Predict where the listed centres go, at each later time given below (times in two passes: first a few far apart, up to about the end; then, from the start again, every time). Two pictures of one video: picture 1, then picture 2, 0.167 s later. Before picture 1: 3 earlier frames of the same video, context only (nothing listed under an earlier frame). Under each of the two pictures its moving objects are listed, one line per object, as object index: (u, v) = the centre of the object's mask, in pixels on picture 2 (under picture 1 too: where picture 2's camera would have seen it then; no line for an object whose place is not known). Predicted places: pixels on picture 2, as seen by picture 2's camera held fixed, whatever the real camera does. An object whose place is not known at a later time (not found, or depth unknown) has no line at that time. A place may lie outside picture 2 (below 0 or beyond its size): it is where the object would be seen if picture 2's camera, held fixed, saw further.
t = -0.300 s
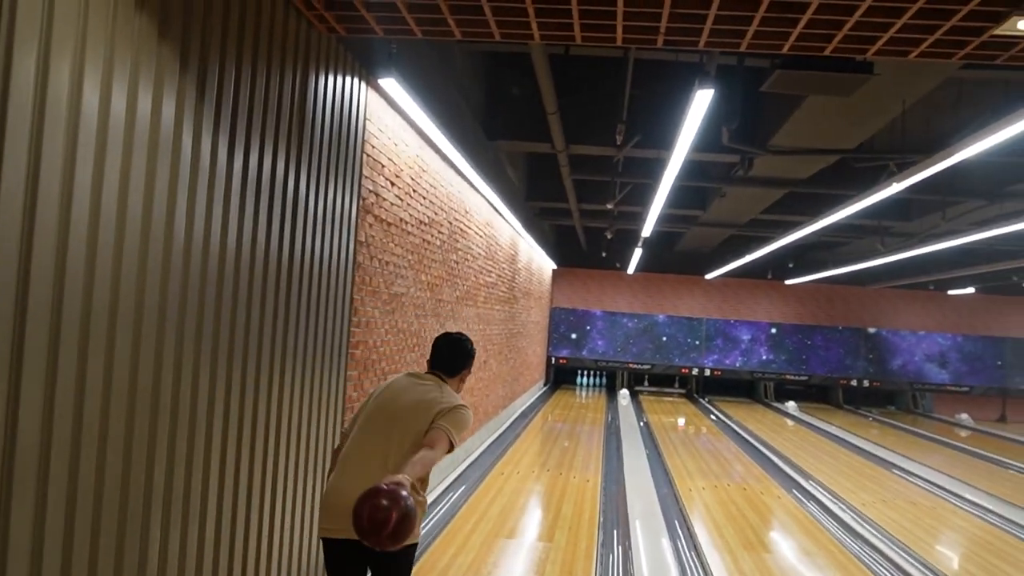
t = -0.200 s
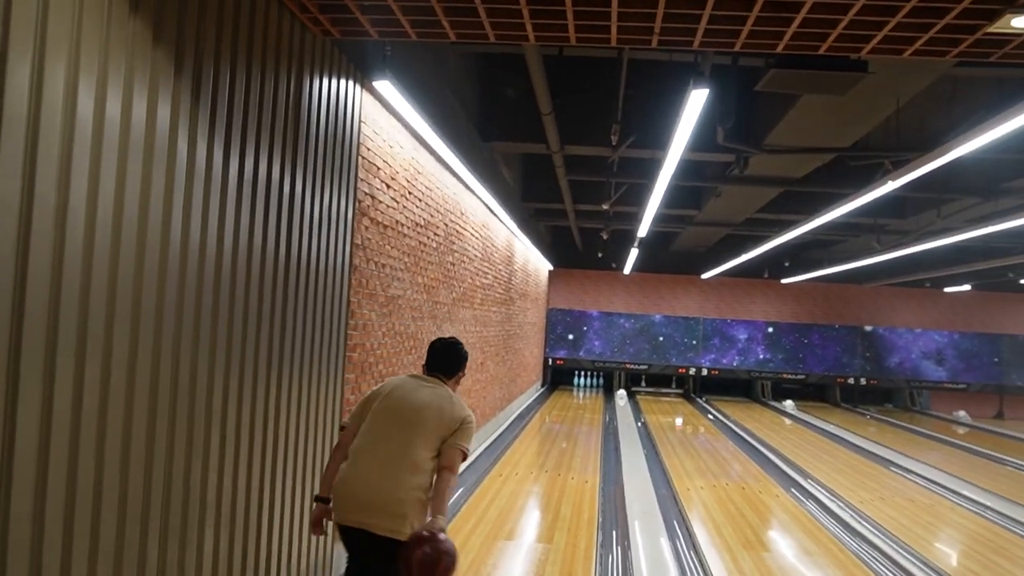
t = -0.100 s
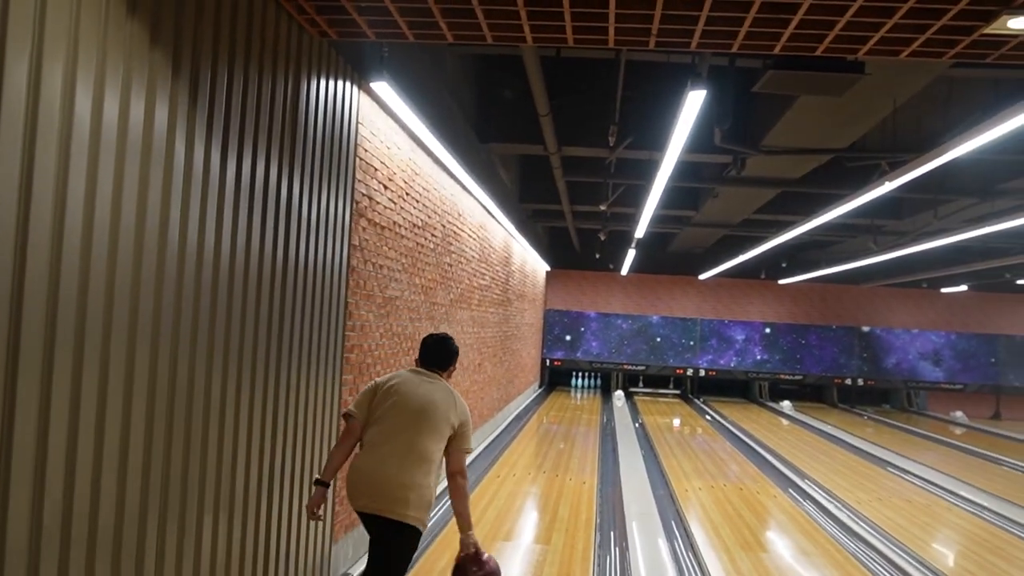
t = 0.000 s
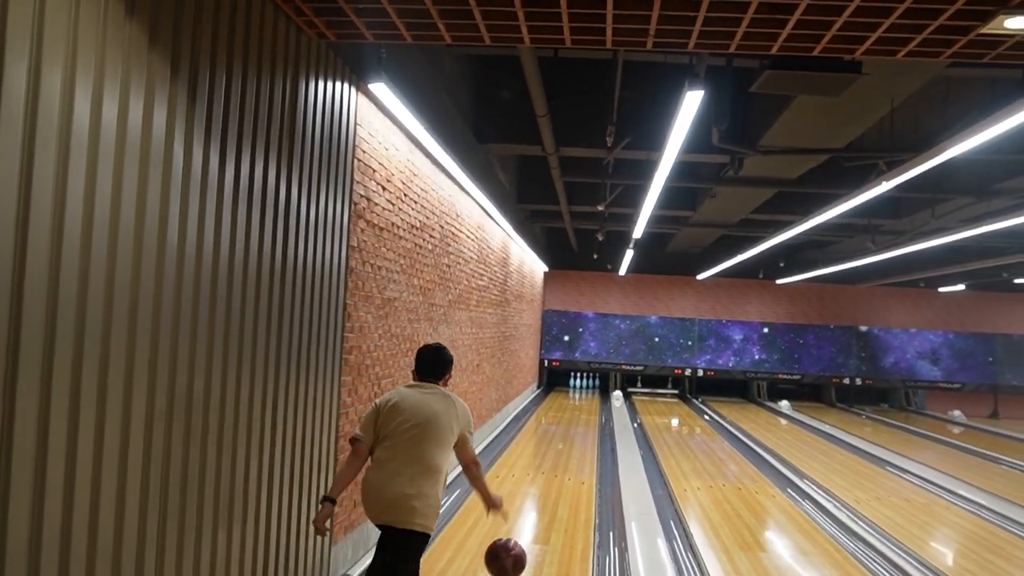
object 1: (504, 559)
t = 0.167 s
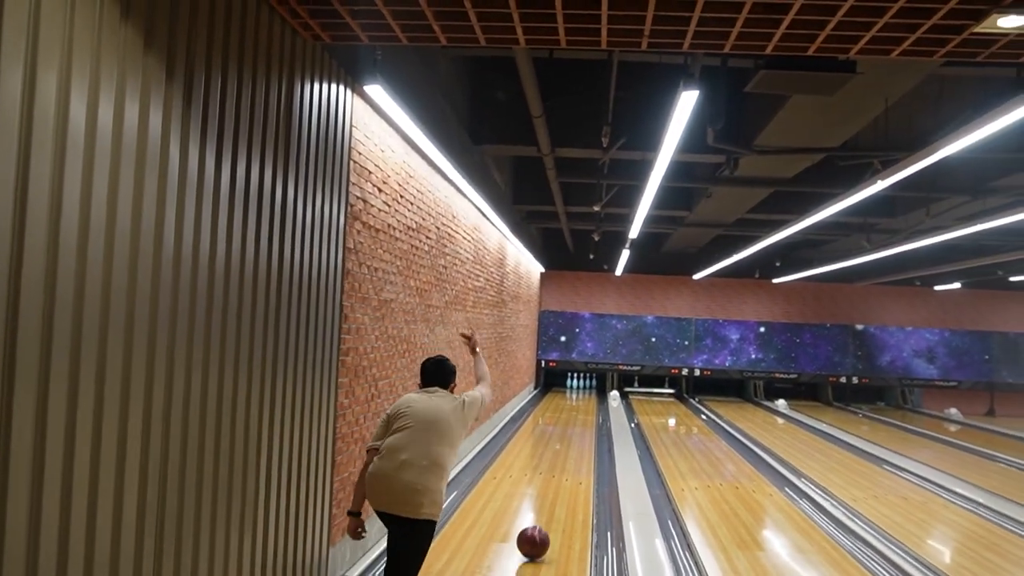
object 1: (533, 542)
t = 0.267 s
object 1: (545, 519)
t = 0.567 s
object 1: (571, 471)
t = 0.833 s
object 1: (585, 446)
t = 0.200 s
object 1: (538, 534)
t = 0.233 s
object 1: (542, 526)
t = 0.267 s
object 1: (545, 519)
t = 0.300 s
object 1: (549, 512)
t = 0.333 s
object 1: (552, 505)
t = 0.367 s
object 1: (556, 499)
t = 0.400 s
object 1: (559, 494)
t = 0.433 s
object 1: (561, 488)
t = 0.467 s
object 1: (564, 483)
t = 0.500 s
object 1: (566, 479)
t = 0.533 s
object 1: (568, 475)
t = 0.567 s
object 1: (571, 471)
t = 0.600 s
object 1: (573, 467)
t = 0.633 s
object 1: (575, 463)
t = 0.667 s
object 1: (577, 460)
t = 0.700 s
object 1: (578, 457)
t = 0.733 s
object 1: (580, 454)
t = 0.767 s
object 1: (582, 451)
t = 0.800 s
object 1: (583, 448)
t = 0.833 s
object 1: (585, 446)
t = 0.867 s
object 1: (586, 443)
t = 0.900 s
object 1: (587, 441)
